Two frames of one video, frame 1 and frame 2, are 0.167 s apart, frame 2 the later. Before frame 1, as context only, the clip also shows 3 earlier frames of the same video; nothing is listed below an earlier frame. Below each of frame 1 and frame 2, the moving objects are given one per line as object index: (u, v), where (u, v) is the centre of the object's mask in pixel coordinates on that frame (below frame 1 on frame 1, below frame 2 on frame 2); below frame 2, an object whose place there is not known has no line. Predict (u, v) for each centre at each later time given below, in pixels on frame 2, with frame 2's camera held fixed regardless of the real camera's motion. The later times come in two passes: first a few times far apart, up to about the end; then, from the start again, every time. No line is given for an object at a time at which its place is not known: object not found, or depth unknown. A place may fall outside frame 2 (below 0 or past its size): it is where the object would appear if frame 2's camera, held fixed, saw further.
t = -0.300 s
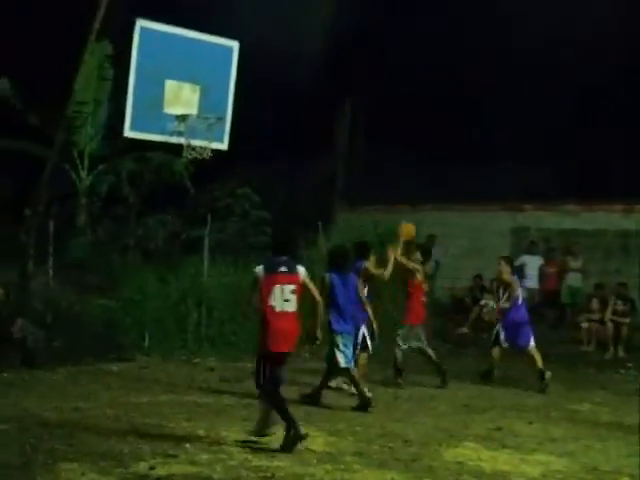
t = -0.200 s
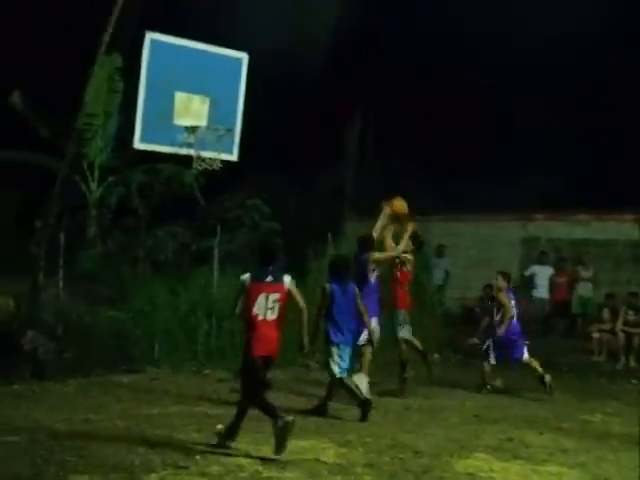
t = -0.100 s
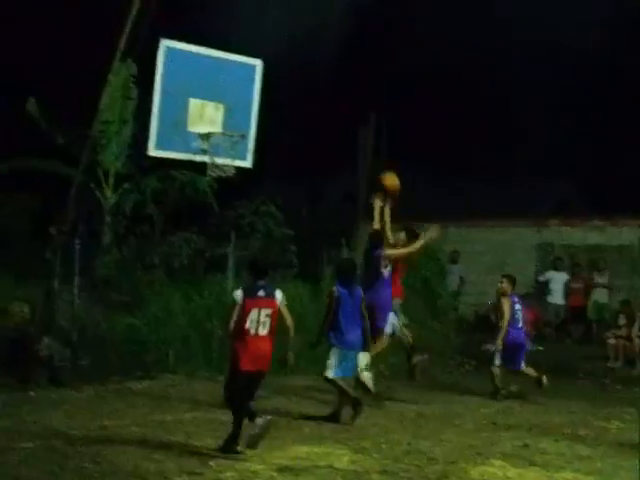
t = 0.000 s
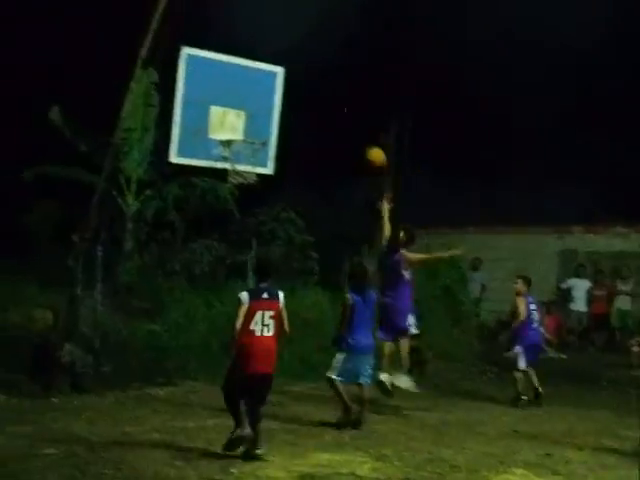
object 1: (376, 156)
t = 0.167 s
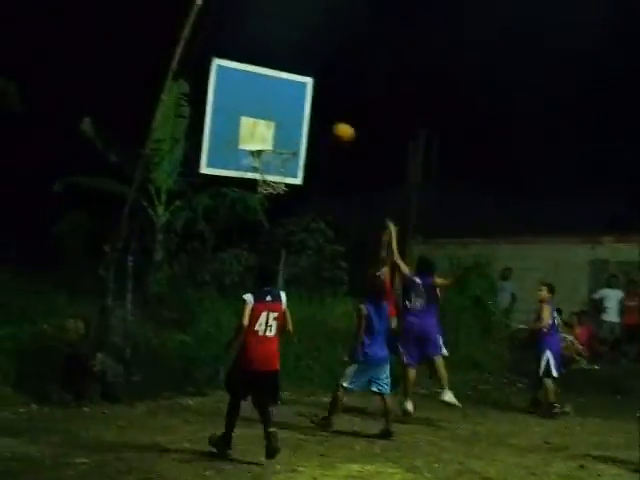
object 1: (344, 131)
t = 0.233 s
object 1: (320, 124)
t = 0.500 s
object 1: (303, 142)
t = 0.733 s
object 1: (327, 152)
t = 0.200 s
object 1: (331, 128)
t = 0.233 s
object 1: (320, 124)
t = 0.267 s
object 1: (309, 124)
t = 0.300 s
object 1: (308, 124)
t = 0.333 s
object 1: (306, 126)
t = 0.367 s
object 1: (305, 128)
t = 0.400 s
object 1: (304, 130)
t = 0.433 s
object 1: (303, 134)
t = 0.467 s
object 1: (302, 139)
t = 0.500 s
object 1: (303, 142)
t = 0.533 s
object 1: (306, 141)
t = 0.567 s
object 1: (309, 141)
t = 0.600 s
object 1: (313, 141)
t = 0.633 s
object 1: (316, 143)
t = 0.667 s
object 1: (320, 145)
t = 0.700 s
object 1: (323, 148)
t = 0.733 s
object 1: (327, 152)
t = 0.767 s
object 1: (330, 158)
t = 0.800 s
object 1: (333, 166)
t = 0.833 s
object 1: (336, 175)
